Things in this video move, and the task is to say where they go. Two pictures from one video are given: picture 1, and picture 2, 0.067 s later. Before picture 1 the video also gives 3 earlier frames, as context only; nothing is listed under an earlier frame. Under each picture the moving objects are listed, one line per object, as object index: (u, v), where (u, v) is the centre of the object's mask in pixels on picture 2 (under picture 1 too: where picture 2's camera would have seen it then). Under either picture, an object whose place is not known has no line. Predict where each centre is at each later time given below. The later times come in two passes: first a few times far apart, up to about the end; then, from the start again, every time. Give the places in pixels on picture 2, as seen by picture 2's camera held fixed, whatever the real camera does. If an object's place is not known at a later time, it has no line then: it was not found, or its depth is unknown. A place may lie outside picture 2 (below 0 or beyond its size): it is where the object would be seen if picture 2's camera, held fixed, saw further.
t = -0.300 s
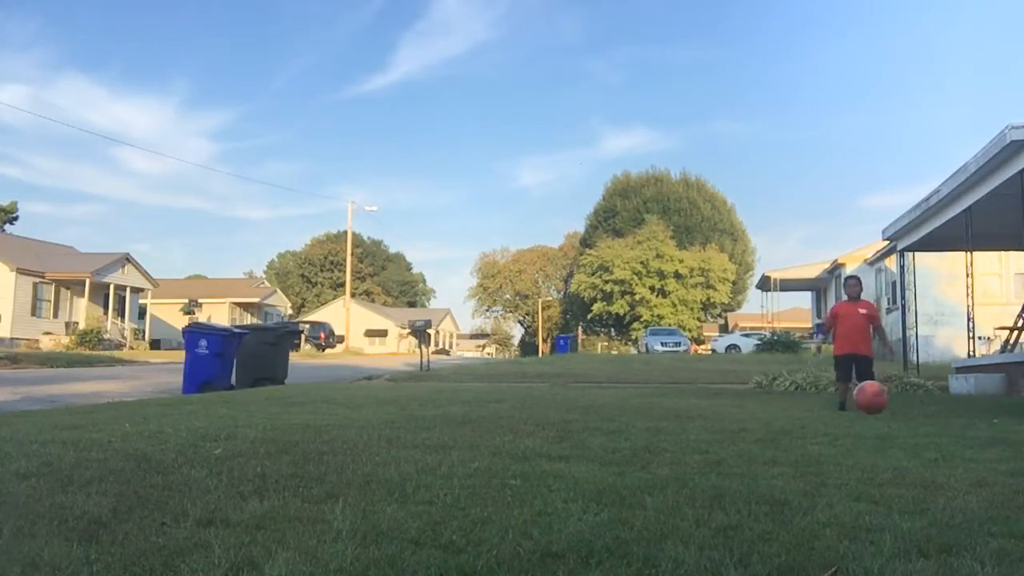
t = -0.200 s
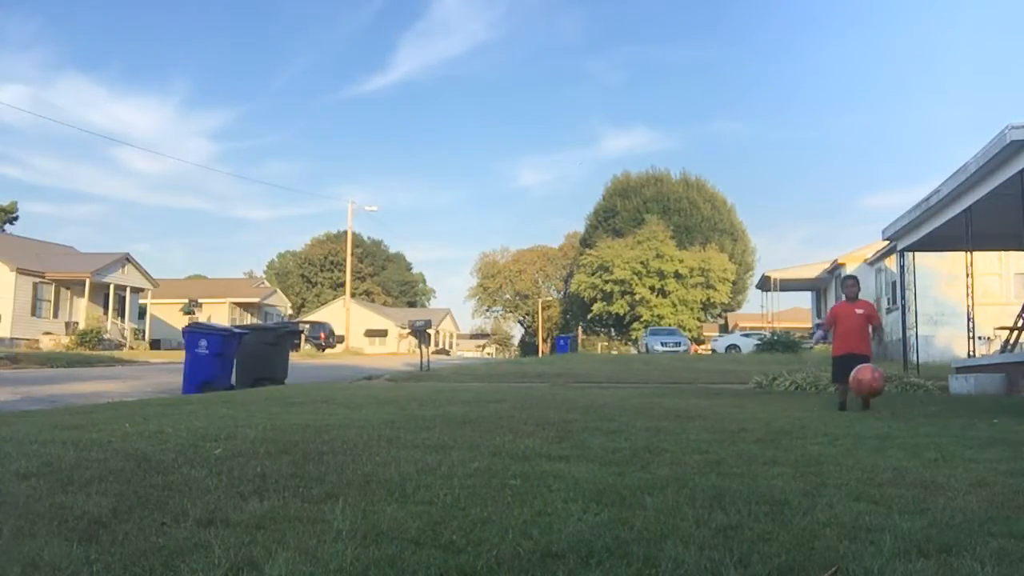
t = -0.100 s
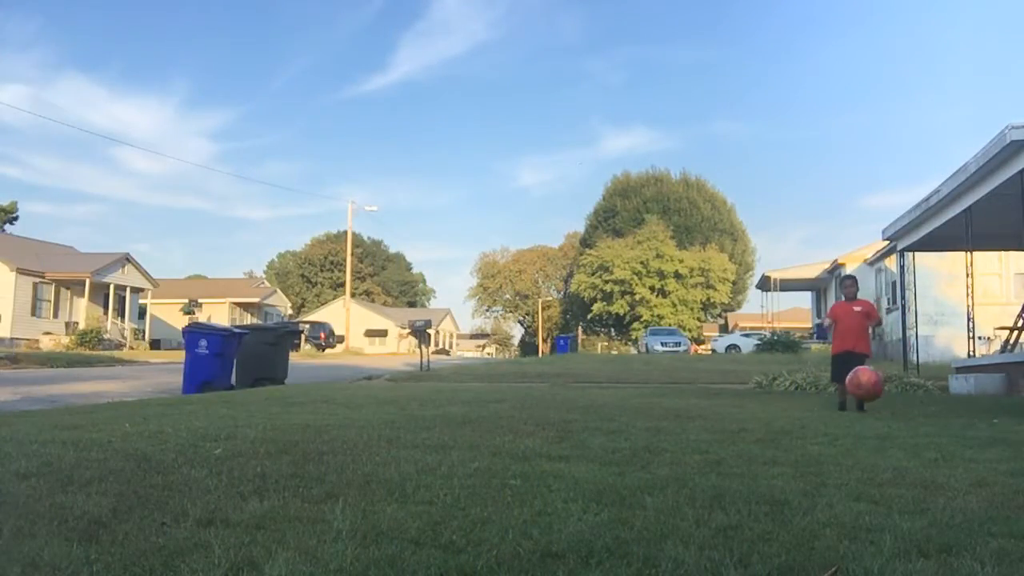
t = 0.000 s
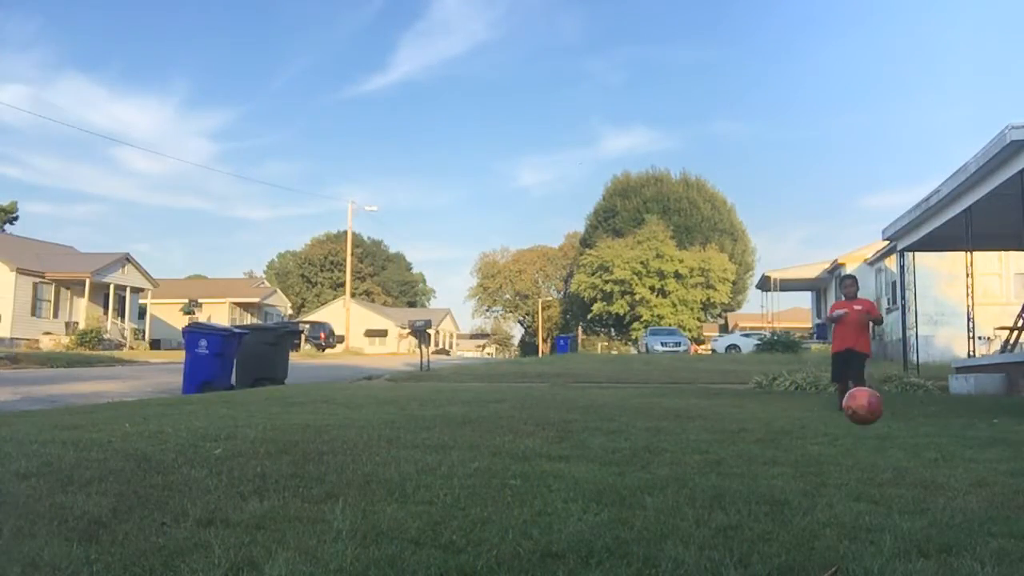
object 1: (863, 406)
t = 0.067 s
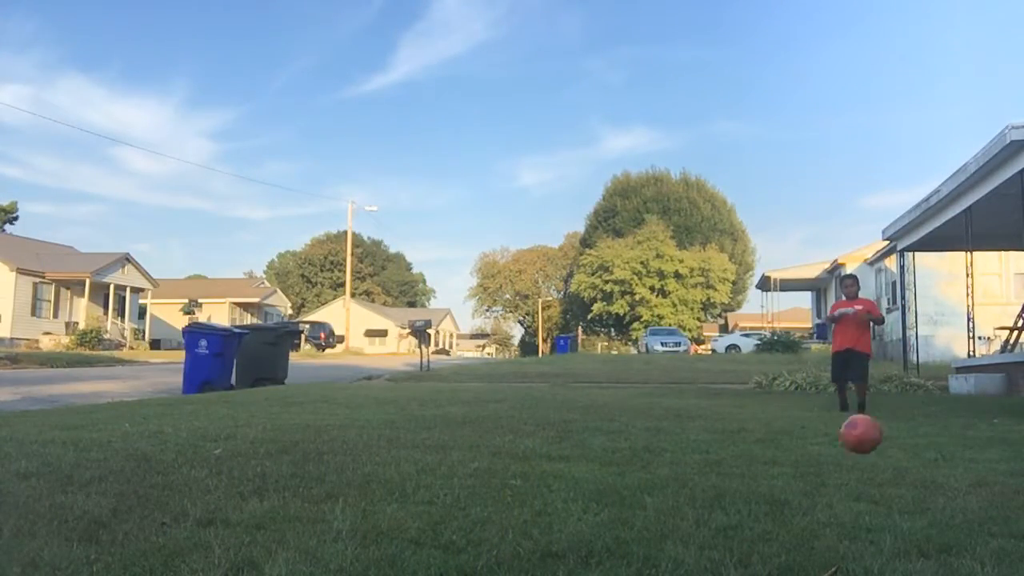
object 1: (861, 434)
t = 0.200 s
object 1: (862, 477)
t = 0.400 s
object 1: (873, 477)
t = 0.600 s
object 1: (887, 512)
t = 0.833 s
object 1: (907, 544)
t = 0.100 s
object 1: (860, 453)
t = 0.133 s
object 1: (860, 474)
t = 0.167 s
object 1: (860, 482)
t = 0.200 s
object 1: (862, 477)
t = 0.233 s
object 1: (864, 470)
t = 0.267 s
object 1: (865, 467)
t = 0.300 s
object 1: (867, 466)
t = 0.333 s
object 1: (869, 467)
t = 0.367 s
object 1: (871, 471)
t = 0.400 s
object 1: (873, 477)
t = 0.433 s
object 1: (875, 487)
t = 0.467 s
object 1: (878, 502)
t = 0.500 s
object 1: (881, 515)
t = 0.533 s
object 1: (883, 517)
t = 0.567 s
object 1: (885, 514)
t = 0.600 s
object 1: (887, 512)
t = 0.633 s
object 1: (889, 512)
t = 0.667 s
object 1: (892, 514)
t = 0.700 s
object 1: (894, 522)
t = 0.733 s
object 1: (898, 532)
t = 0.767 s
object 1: (900, 540)
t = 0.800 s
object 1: (904, 544)
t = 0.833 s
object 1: (907, 544)
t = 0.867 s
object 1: (911, 545)
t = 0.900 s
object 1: (915, 547)
